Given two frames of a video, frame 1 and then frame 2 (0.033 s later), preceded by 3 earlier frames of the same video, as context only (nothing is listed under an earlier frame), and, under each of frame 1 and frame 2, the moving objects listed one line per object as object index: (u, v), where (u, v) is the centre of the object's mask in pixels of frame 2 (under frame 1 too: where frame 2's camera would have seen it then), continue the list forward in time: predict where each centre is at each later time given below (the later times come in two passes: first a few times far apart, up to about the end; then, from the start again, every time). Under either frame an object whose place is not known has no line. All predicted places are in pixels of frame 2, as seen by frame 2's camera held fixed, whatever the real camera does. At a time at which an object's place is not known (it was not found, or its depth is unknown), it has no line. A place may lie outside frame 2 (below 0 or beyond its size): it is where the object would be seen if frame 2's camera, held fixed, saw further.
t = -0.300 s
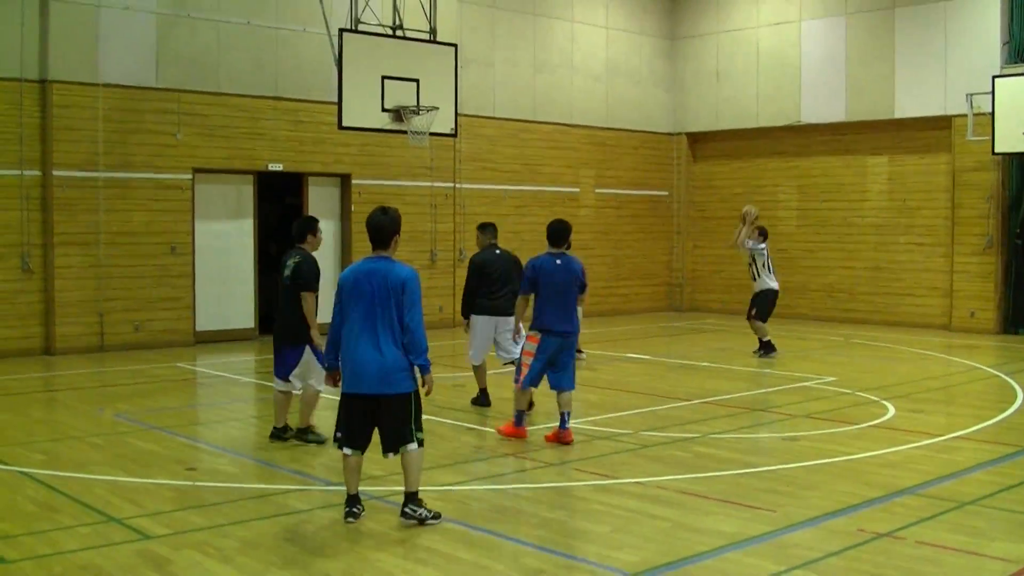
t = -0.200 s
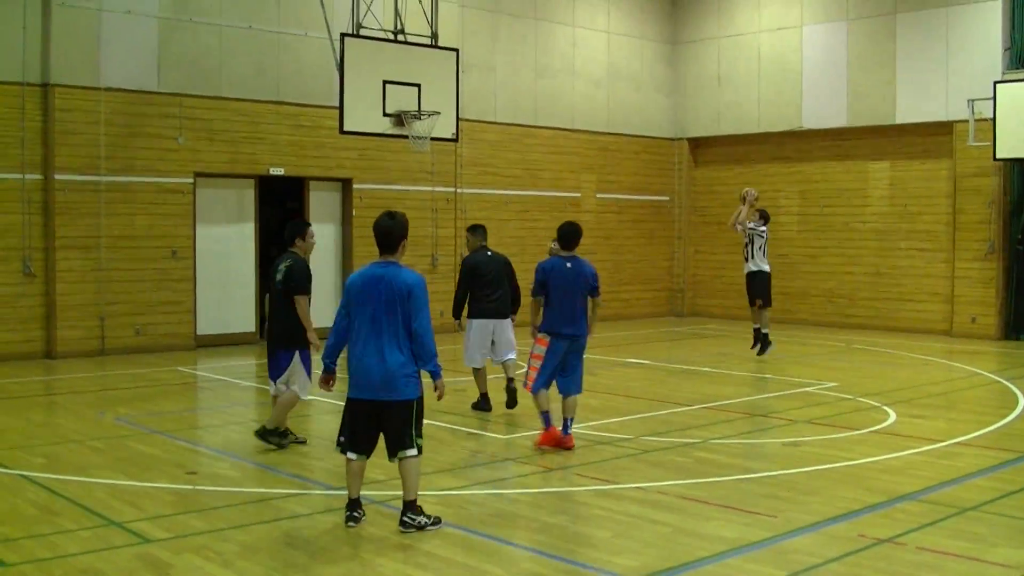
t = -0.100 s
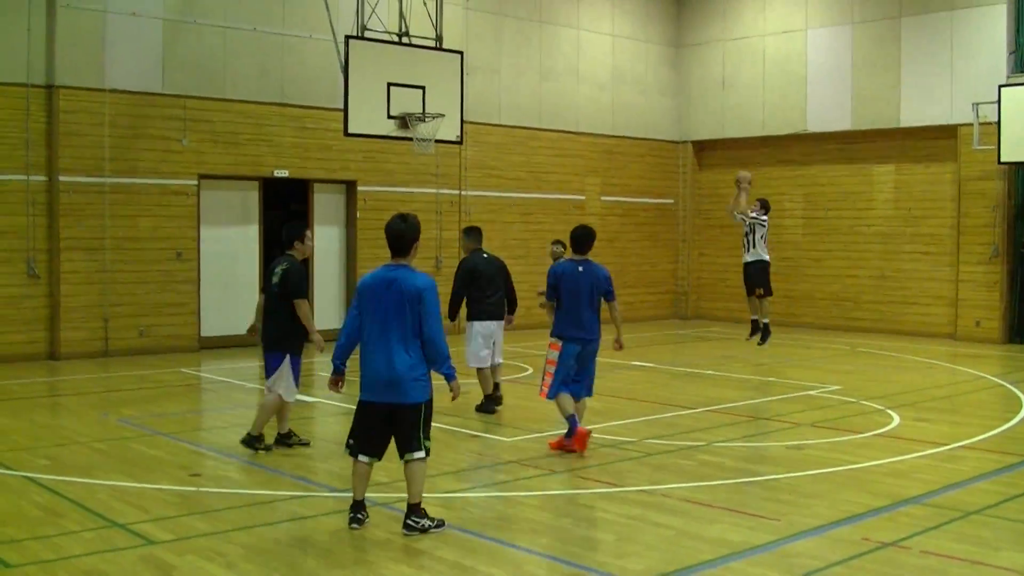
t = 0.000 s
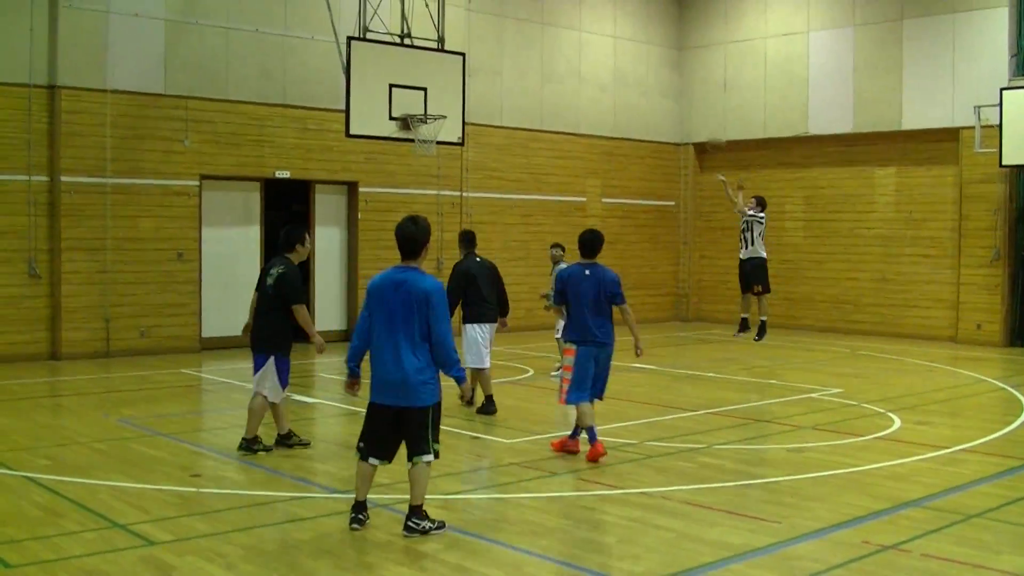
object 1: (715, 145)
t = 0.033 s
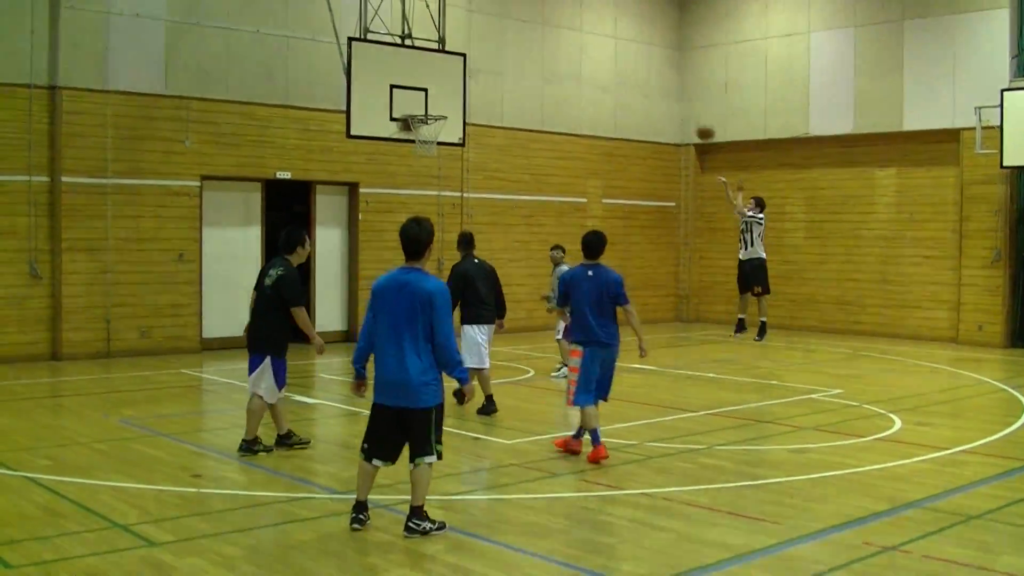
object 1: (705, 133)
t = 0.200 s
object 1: (651, 82)
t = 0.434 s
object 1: (575, 49)
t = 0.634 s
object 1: (508, 55)
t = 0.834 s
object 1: (442, 92)
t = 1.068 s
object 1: (424, 88)
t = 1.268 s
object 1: (429, 90)
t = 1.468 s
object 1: (429, 107)
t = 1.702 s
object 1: (427, 117)
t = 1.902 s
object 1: (436, 136)
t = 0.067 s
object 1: (694, 121)
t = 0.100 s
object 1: (684, 111)
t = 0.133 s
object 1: (673, 100)
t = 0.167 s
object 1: (662, 90)
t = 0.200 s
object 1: (651, 82)
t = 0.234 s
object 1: (640, 75)
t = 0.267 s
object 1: (630, 68)
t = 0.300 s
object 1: (619, 63)
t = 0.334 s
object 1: (607, 58)
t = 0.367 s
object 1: (596, 54)
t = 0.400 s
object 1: (586, 51)
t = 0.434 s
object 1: (575, 49)
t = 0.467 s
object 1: (563, 48)
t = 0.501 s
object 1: (553, 48)
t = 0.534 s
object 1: (542, 48)
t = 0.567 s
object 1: (531, 49)
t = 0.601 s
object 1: (520, 51)
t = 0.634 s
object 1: (508, 55)
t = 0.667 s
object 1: (497, 59)
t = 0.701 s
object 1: (487, 63)
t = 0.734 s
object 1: (476, 69)
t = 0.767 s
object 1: (464, 76)
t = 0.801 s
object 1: (453, 83)
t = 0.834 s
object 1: (442, 92)
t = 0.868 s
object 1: (431, 101)
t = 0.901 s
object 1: (420, 110)
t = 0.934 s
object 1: (420, 105)
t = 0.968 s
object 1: (422, 99)
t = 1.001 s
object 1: (422, 95)
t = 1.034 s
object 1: (423, 91)
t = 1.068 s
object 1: (424, 88)
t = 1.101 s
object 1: (425, 86)
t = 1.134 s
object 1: (425, 85)
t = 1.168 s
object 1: (426, 85)
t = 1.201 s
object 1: (427, 86)
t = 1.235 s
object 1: (428, 88)
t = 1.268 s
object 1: (429, 90)
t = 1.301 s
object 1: (429, 94)
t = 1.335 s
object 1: (430, 98)
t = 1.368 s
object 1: (430, 103)
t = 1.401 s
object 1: (431, 108)
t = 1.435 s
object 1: (430, 107)
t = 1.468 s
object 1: (429, 107)
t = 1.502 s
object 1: (428, 106)
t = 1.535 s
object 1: (427, 107)
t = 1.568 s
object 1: (426, 108)
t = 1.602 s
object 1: (425, 110)
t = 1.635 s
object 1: (424, 114)
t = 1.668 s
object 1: (425, 115)
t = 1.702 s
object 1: (427, 117)
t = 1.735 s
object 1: (429, 120)
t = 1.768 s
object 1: (431, 125)
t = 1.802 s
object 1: (434, 127)
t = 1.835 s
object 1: (435, 131)
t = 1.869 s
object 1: (437, 135)
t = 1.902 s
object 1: (436, 136)
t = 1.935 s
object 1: (436, 137)
